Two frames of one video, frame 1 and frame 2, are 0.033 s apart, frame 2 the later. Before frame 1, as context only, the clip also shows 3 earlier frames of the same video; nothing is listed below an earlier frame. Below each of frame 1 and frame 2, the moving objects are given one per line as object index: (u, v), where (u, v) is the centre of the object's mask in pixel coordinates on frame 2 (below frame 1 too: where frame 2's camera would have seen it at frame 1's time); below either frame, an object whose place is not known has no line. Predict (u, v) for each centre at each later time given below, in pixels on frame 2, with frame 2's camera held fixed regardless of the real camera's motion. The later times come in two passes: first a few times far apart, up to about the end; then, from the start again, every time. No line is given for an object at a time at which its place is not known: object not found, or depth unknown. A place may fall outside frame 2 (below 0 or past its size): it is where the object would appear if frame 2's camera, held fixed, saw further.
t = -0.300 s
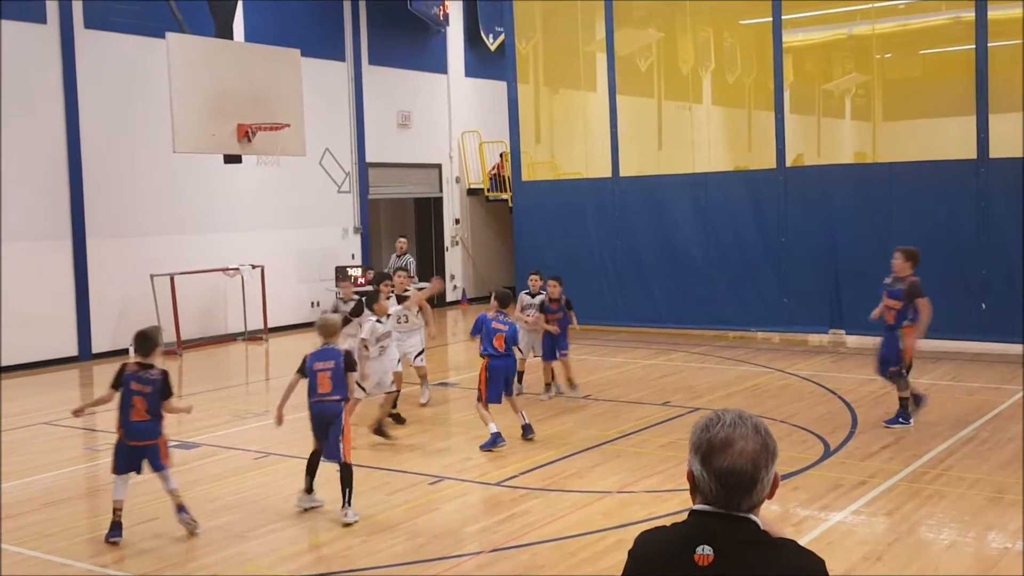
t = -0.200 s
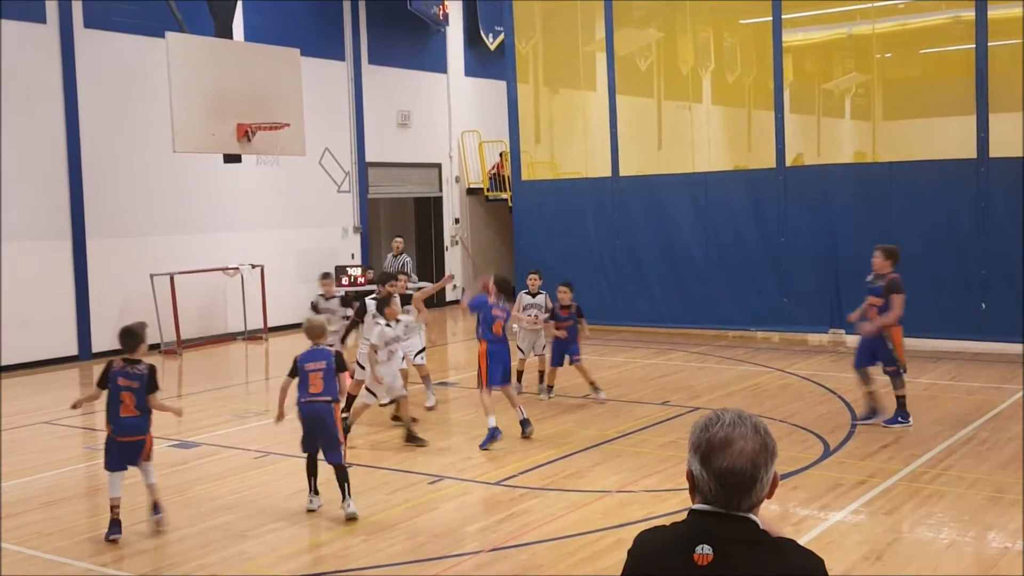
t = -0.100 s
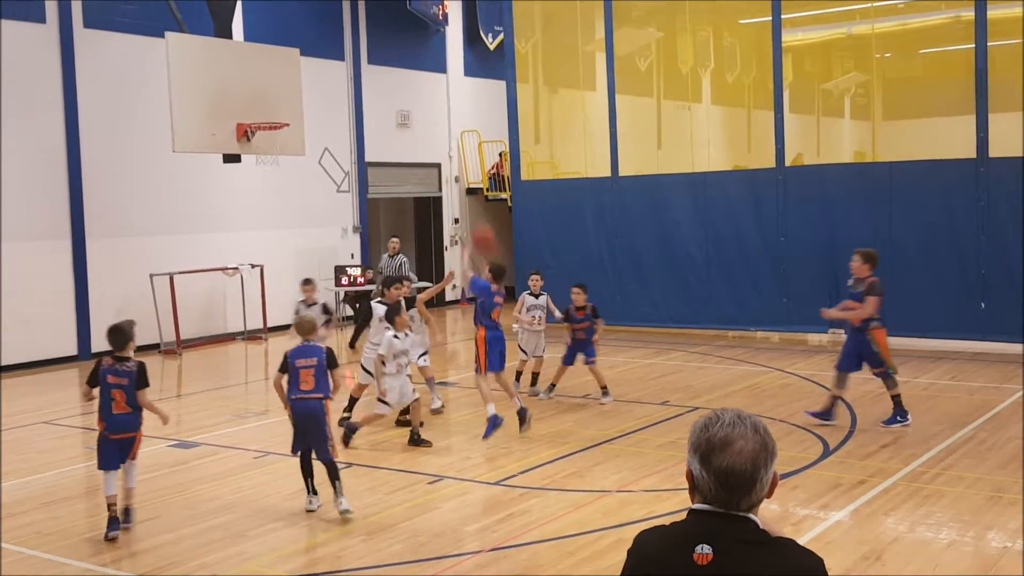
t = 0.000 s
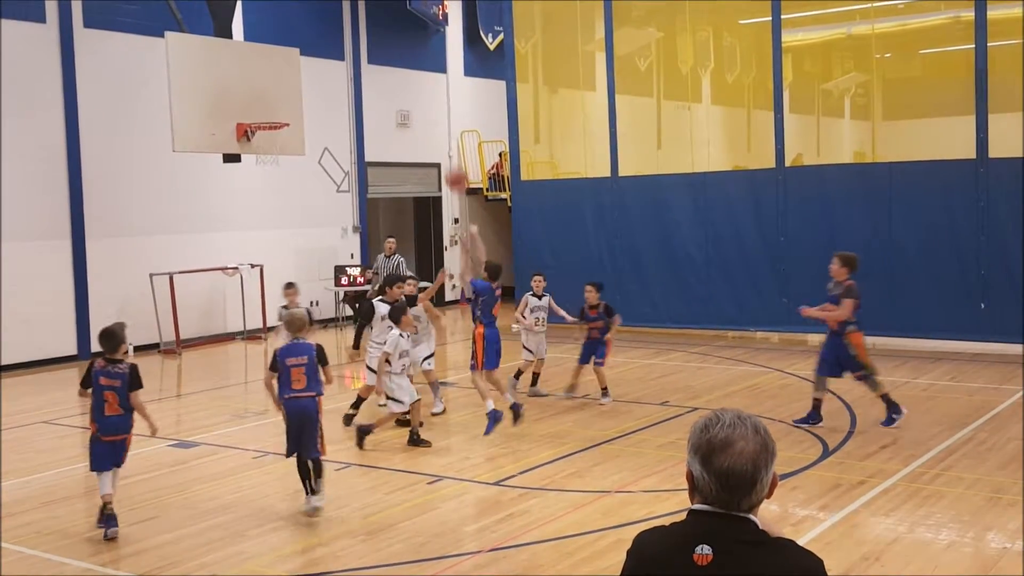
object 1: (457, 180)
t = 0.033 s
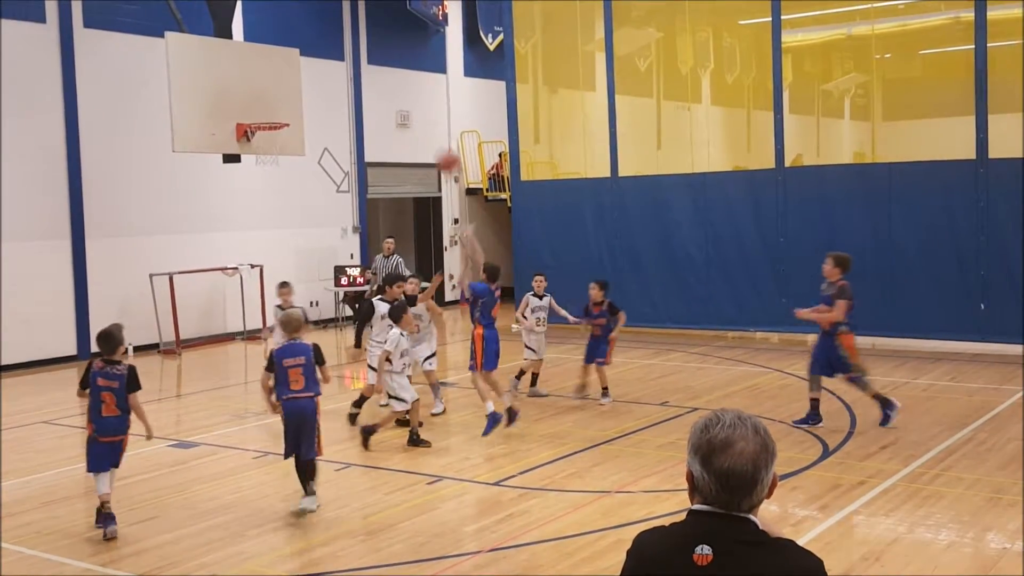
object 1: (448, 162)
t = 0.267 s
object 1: (390, 79)
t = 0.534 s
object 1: (331, 54)
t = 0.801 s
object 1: (282, 99)
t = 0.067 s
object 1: (440, 147)
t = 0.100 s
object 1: (431, 133)
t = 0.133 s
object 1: (422, 119)
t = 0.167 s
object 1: (414, 106)
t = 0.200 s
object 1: (406, 96)
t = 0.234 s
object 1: (398, 87)
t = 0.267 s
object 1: (390, 79)
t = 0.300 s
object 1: (382, 71)
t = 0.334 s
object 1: (375, 65)
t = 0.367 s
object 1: (367, 61)
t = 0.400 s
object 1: (360, 57)
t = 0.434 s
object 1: (352, 55)
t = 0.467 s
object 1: (346, 53)
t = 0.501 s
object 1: (338, 53)
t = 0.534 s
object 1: (331, 54)
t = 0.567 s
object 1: (326, 55)
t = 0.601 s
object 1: (319, 59)
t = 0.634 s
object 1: (313, 63)
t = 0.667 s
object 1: (306, 68)
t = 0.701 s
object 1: (300, 74)
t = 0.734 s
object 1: (294, 82)
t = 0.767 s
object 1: (288, 90)
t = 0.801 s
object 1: (282, 99)
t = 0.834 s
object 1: (277, 108)
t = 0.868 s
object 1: (273, 111)
